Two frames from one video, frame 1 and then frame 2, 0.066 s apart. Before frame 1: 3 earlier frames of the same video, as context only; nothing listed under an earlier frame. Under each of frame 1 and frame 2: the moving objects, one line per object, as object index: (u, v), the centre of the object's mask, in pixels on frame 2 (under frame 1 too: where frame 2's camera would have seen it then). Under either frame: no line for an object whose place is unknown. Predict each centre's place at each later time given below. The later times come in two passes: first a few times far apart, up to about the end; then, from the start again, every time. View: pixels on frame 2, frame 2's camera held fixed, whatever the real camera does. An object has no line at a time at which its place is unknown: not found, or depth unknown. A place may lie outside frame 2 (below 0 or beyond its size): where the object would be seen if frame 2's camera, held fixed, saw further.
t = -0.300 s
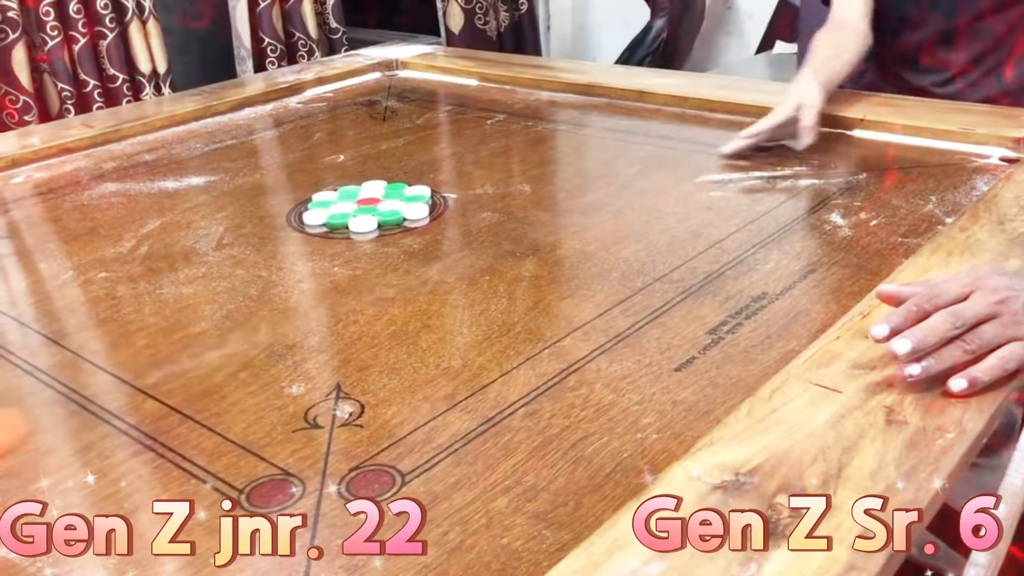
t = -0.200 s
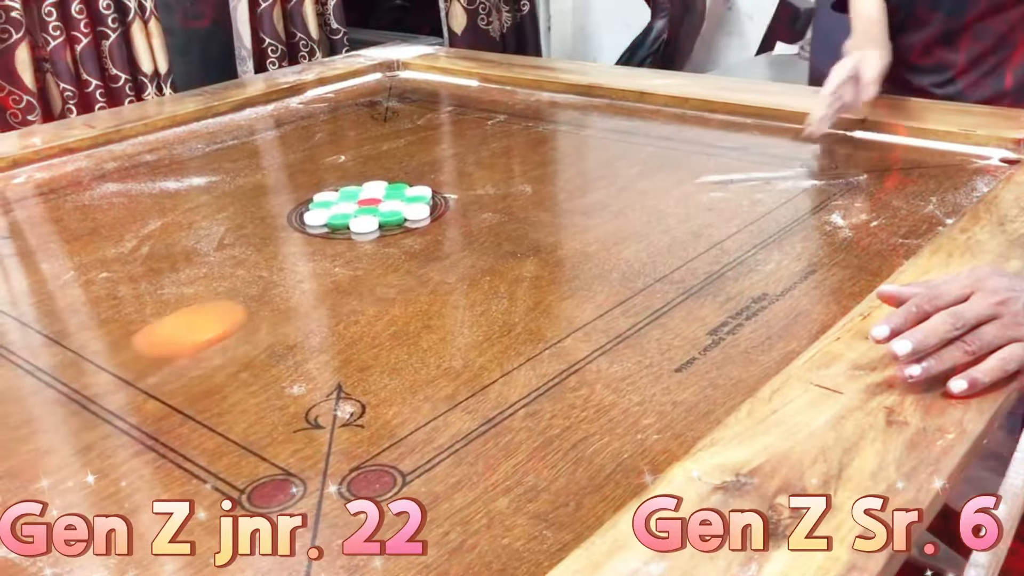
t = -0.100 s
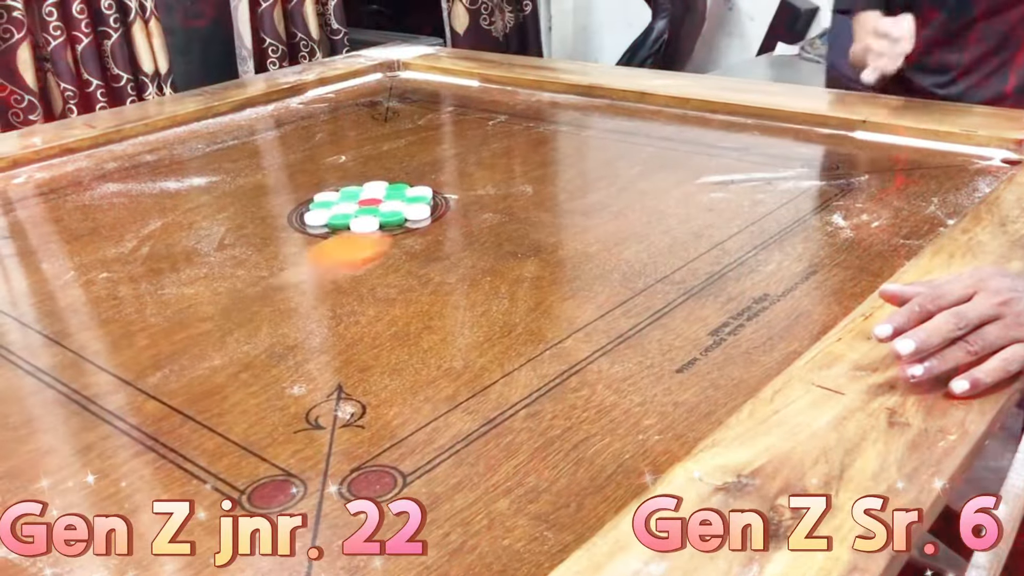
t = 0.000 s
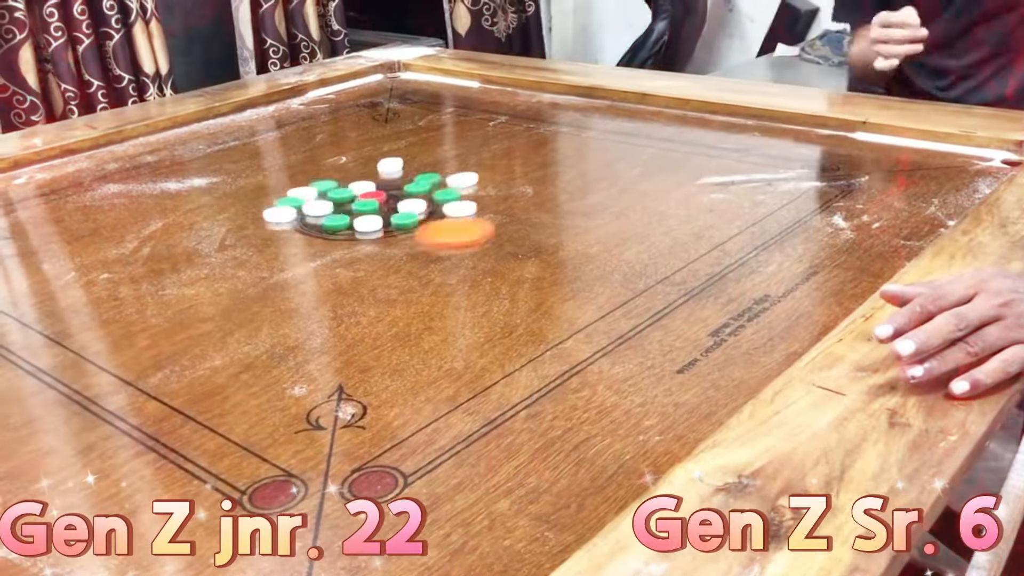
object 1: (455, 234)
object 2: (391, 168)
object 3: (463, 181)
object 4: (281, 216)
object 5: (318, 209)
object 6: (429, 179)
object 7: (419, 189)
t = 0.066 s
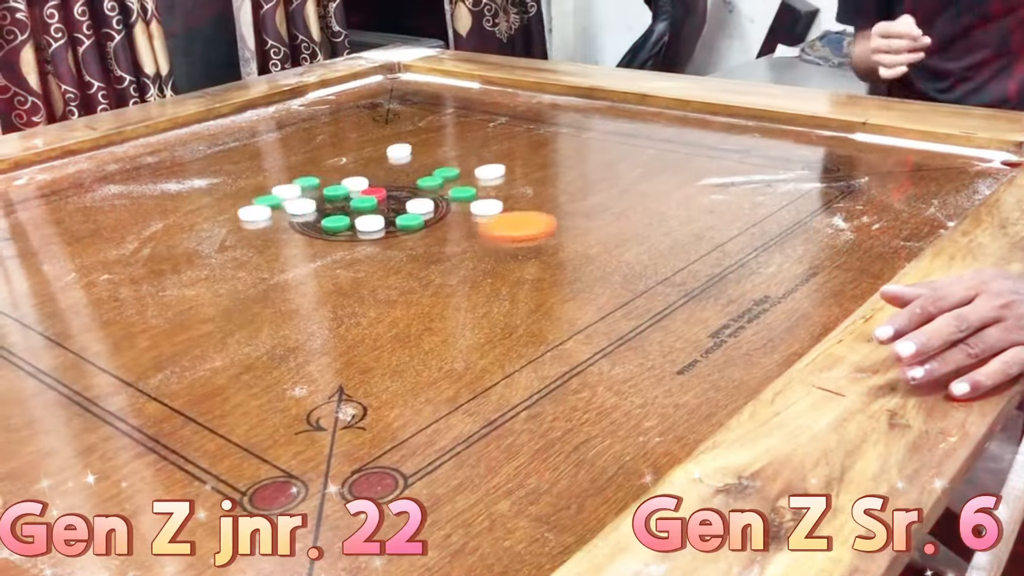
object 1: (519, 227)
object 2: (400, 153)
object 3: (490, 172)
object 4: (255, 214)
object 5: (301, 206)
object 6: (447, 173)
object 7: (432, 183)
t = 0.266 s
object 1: (677, 208)
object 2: (418, 119)
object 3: (551, 150)
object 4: (202, 210)
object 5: (271, 202)
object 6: (478, 161)
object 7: (453, 172)
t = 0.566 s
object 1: (841, 188)
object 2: (433, 90)
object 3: (597, 133)
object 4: (183, 209)
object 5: (268, 202)
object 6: (485, 158)
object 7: (454, 170)
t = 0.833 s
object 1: (925, 180)
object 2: (432, 84)
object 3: (600, 132)
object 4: (183, 208)
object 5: (268, 202)
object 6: (484, 158)
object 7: (454, 170)
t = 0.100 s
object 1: (546, 222)
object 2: (406, 147)
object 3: (503, 167)
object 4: (244, 214)
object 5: (295, 206)
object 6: (454, 170)
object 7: (439, 180)
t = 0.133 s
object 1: (575, 220)
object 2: (409, 140)
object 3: (515, 164)
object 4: (234, 213)
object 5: (290, 205)
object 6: (462, 168)
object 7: (444, 178)
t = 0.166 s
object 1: (602, 217)
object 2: (412, 135)
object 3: (525, 160)
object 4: (225, 212)
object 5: (283, 204)
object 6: (466, 166)
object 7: (447, 176)
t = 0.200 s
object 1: (629, 214)
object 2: (413, 129)
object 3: (535, 156)
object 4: (217, 211)
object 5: (278, 203)
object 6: (471, 163)
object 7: (450, 174)
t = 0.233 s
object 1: (652, 211)
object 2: (416, 124)
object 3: (543, 153)
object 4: (209, 211)
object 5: (273, 203)
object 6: (475, 162)
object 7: (451, 173)
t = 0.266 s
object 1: (677, 208)
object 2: (418, 119)
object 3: (551, 150)
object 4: (202, 210)
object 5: (271, 202)
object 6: (478, 161)
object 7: (453, 172)
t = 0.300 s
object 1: (698, 205)
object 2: (420, 115)
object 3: (559, 147)
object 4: (197, 210)
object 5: (269, 202)
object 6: (481, 160)
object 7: (454, 171)
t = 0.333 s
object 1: (720, 203)
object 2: (422, 111)
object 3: (566, 145)
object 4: (192, 209)
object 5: (268, 202)
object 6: (482, 159)
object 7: (454, 170)
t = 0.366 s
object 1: (741, 200)
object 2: (424, 107)
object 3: (572, 142)
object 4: (188, 209)
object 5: (268, 202)
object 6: (483, 158)
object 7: (454, 170)
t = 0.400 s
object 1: (761, 198)
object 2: (426, 104)
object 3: (577, 140)
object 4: (186, 209)
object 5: (268, 202)
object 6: (484, 158)
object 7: (454, 170)
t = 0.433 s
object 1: (779, 195)
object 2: (428, 101)
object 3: (583, 138)
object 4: (184, 209)
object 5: (268, 202)
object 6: (484, 158)
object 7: (454, 170)
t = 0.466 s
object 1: (796, 193)
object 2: (429, 98)
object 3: (587, 137)
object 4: (183, 209)
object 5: (268, 202)
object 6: (484, 158)
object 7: (454, 170)
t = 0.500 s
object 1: (812, 192)
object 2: (431, 95)
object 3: (591, 135)
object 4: (183, 209)
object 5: (268, 202)
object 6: (484, 158)
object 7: (454, 170)
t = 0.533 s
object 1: (827, 190)
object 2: (432, 93)
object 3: (594, 134)
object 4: (183, 209)
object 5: (268, 202)
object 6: (484, 158)
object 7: (454, 170)
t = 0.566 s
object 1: (841, 188)
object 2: (433, 90)
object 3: (597, 133)
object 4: (183, 209)
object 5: (268, 202)
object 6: (485, 158)
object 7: (454, 170)
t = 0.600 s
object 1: (853, 187)
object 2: (433, 89)
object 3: (599, 132)
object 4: (183, 209)
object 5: (268, 202)
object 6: (485, 158)
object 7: (454, 170)
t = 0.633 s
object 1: (866, 185)
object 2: (434, 87)
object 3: (600, 132)
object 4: (182, 208)
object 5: (268, 202)
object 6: (484, 158)
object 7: (454, 170)
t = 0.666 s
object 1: (877, 185)
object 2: (435, 86)
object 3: (600, 132)
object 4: (182, 208)
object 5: (268, 202)
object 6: (485, 158)
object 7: (454, 170)
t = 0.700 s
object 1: (888, 184)
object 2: (436, 85)
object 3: (600, 132)
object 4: (182, 208)
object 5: (268, 202)
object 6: (484, 158)
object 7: (454, 170)
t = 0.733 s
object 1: (899, 183)
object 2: (436, 84)
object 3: (600, 131)
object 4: (182, 208)
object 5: (268, 202)
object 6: (484, 158)
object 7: (454, 170)
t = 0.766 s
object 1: (908, 181)
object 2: (434, 84)
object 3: (600, 132)
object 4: (183, 208)
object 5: (268, 202)
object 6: (484, 158)
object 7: (454, 170)
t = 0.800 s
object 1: (917, 181)
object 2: (433, 84)
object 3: (600, 131)
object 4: (183, 208)
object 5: (268, 202)
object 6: (485, 158)
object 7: (454, 170)
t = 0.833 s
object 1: (925, 180)
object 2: (432, 84)
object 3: (600, 132)
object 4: (183, 208)
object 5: (268, 202)
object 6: (484, 158)
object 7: (454, 170)
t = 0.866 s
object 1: (933, 179)
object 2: (432, 84)
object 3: (600, 131)
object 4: (183, 208)
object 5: (268, 202)
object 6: (485, 158)
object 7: (454, 170)
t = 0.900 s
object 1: (940, 178)
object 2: (432, 84)
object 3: (600, 131)
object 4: (183, 208)
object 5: (268, 202)
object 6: (484, 158)
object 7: (454, 170)
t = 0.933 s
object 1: (947, 177)
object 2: (432, 84)
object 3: (600, 131)
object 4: (183, 208)
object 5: (268, 202)
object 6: (484, 158)
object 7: (454, 170)
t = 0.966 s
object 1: (953, 177)
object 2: (432, 84)
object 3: (600, 131)
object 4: (183, 209)
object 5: (268, 203)
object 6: (484, 158)
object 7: (454, 170)
